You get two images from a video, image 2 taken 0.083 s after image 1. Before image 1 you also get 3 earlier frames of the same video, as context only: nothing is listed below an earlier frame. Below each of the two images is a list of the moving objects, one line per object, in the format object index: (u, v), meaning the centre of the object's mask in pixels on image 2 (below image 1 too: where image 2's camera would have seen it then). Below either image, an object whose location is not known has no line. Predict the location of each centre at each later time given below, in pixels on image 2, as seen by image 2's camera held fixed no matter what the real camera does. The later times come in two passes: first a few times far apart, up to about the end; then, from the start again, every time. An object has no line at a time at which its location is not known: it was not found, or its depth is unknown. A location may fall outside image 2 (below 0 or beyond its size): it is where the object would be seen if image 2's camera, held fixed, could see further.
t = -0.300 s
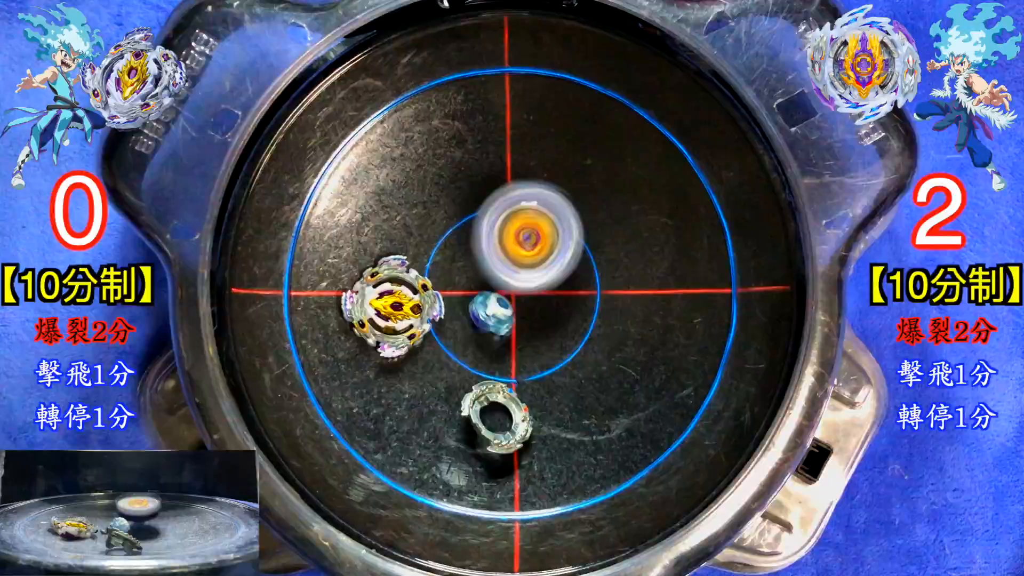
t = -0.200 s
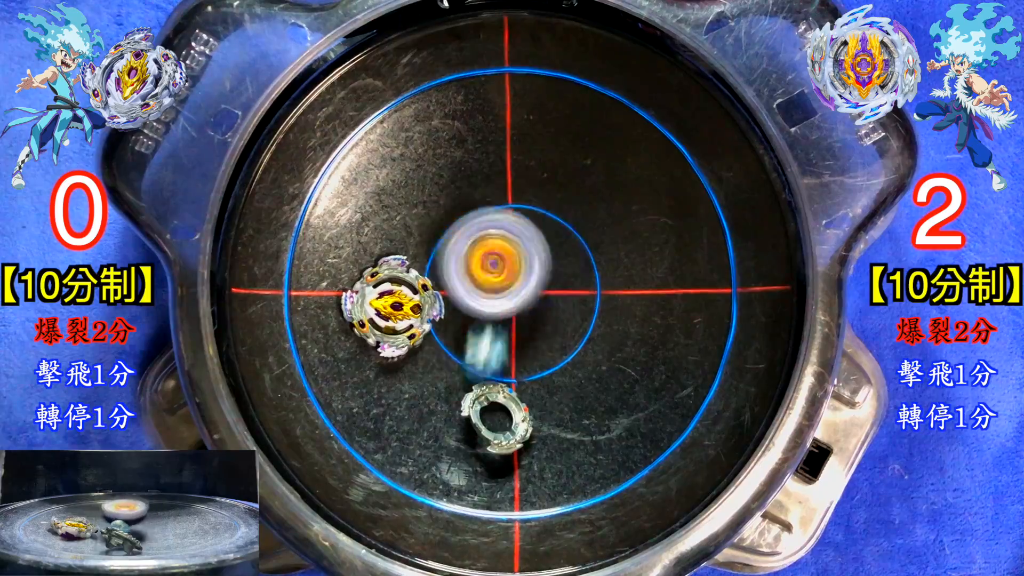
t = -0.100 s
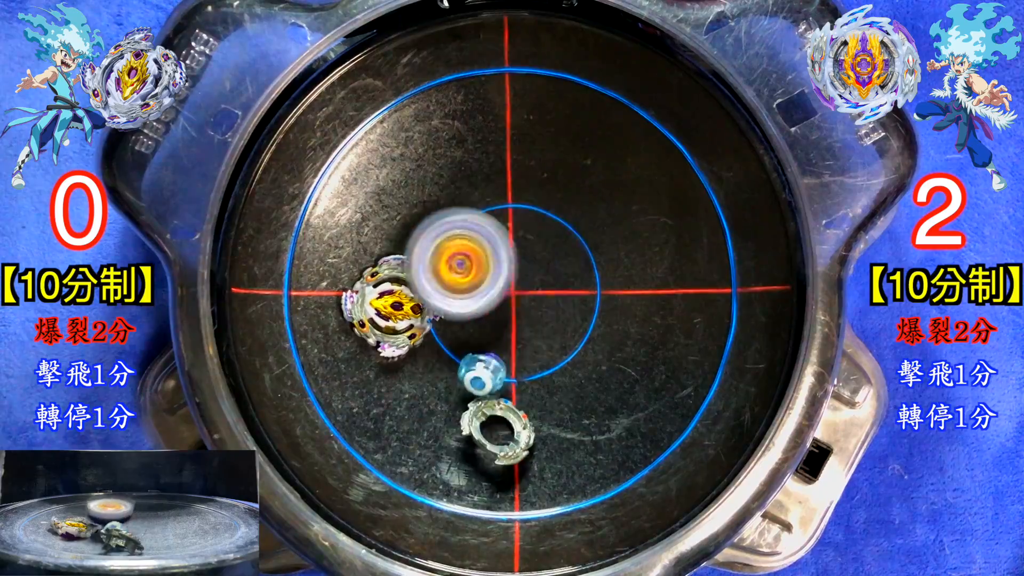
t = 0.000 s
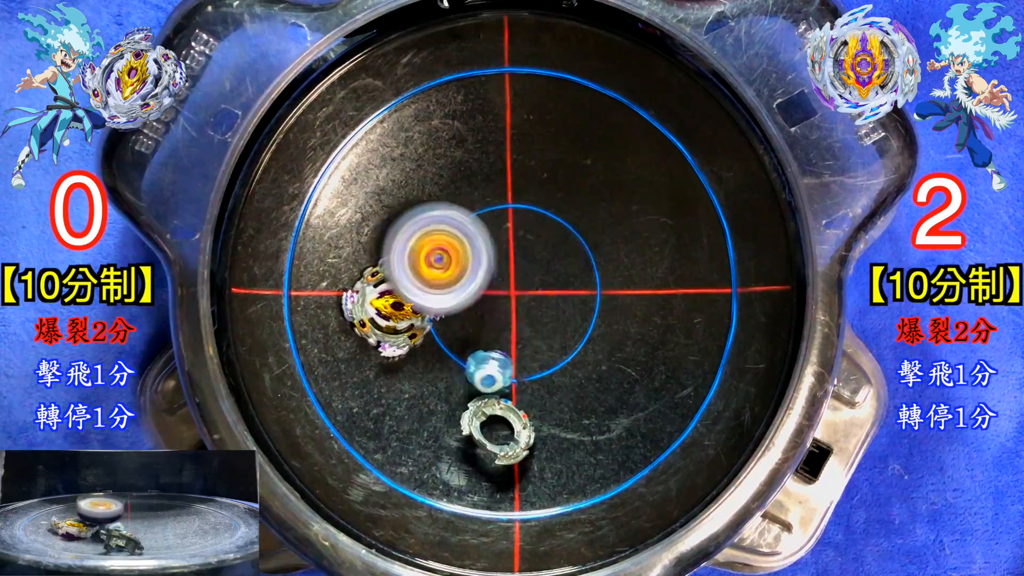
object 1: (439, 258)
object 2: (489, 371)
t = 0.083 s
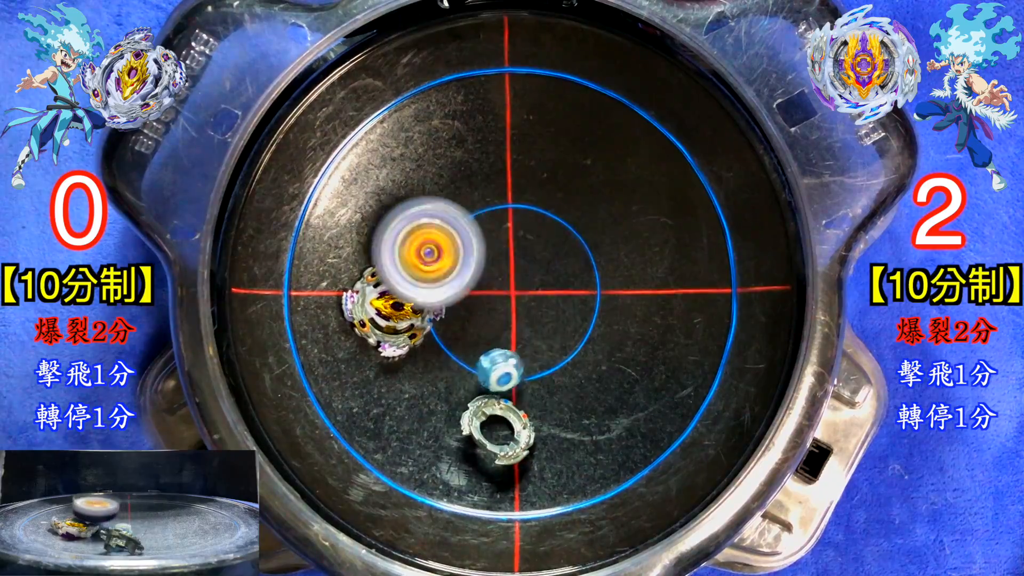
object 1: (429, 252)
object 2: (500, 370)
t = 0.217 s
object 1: (436, 241)
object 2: (508, 358)
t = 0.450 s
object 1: (472, 281)
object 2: (709, 481)
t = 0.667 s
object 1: (468, 315)
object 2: (581, 271)
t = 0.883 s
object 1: (469, 321)
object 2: (481, 157)
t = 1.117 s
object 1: (505, 321)
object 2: (448, 175)
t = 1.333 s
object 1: (528, 337)
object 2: (504, 236)
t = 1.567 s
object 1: (518, 323)
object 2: (532, 251)
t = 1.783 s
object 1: (524, 303)
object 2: (475, 151)
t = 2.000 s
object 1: (539, 287)
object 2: (472, 181)
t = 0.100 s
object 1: (427, 250)
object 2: (501, 369)
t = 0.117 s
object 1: (427, 248)
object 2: (502, 368)
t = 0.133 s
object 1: (426, 246)
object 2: (503, 366)
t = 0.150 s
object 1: (428, 245)
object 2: (505, 364)
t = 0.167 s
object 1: (428, 243)
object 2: (506, 362)
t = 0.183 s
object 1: (431, 242)
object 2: (507, 361)
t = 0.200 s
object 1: (433, 241)
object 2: (508, 359)
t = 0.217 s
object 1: (436, 241)
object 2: (508, 358)
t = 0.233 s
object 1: (439, 241)
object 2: (509, 356)
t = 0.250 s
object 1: (443, 243)
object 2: (510, 354)
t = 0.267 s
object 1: (446, 244)
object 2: (510, 352)
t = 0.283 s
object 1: (451, 247)
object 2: (511, 349)
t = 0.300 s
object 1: (455, 249)
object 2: (511, 346)
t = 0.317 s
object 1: (458, 252)
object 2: (511, 342)
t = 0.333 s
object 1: (464, 257)
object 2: (512, 339)
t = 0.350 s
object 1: (468, 262)
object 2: (513, 335)
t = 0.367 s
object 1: (472, 267)
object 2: (515, 333)
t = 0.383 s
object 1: (472, 270)
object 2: (546, 355)
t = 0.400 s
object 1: (471, 271)
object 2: (594, 395)
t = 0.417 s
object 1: (471, 276)
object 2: (635, 428)
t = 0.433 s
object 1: (472, 277)
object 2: (684, 465)
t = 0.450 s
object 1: (472, 281)
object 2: (709, 481)
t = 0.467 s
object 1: (472, 283)
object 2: (711, 470)
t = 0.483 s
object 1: (472, 287)
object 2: (703, 457)
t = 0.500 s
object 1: (473, 289)
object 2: (693, 438)
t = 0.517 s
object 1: (473, 293)
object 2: (685, 421)
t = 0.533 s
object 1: (473, 296)
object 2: (673, 403)
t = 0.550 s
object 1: (471, 299)
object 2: (662, 388)
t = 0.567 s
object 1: (472, 302)
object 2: (650, 372)
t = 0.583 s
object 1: (471, 305)
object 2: (639, 358)
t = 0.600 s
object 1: (471, 307)
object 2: (628, 339)
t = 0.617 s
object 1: (468, 309)
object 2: (617, 322)
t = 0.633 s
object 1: (469, 312)
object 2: (606, 304)
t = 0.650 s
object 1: (468, 313)
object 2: (593, 287)
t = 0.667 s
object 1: (468, 315)
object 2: (581, 271)
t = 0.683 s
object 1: (466, 316)
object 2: (571, 258)
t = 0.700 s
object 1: (466, 319)
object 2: (562, 244)
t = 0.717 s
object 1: (466, 318)
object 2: (552, 232)
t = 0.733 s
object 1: (465, 320)
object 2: (542, 220)
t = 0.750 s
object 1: (465, 319)
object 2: (532, 208)
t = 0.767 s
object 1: (464, 321)
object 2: (523, 199)
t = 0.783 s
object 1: (465, 321)
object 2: (515, 190)
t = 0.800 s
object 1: (465, 321)
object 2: (509, 183)
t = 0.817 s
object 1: (466, 321)
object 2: (503, 176)
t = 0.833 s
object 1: (466, 321)
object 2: (497, 170)
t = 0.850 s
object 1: (467, 321)
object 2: (491, 165)
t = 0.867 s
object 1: (467, 321)
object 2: (486, 161)
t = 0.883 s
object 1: (469, 321)
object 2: (481, 157)
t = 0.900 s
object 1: (470, 320)
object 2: (477, 154)
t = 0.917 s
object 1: (472, 320)
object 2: (472, 153)
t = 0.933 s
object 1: (473, 319)
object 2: (468, 150)
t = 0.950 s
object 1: (475, 321)
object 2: (464, 149)
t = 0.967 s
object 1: (478, 319)
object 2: (461, 147)
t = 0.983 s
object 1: (479, 319)
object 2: (458, 147)
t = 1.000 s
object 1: (482, 319)
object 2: (457, 148)
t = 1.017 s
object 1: (485, 319)
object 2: (455, 150)
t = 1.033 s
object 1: (489, 319)
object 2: (453, 152)
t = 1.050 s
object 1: (492, 318)
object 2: (452, 157)
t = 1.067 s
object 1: (496, 319)
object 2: (451, 161)
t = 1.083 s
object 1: (499, 319)
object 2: (450, 165)
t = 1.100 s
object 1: (502, 322)
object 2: (449, 170)
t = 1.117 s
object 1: (505, 321)
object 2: (448, 175)
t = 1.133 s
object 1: (508, 323)
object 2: (449, 180)
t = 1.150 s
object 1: (511, 323)
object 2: (451, 186)
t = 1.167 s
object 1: (513, 325)
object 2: (454, 192)
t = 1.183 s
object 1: (517, 326)
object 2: (457, 198)
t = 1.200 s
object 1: (519, 328)
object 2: (462, 203)
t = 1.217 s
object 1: (522, 329)
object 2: (468, 209)
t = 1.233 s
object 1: (523, 330)
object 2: (474, 215)
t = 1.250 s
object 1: (525, 333)
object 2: (480, 219)
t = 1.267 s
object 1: (526, 333)
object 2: (486, 223)
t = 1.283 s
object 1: (526, 336)
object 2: (492, 227)
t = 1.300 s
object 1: (527, 336)
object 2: (497, 232)
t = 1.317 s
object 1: (527, 337)
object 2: (500, 235)
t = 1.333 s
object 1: (528, 337)
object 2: (504, 236)
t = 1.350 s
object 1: (527, 338)
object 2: (506, 238)
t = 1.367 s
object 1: (528, 339)
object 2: (509, 240)
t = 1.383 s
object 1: (526, 338)
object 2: (513, 243)
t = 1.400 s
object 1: (527, 339)
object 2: (517, 246)
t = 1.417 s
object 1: (525, 338)
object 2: (521, 248)
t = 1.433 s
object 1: (524, 338)
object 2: (525, 251)
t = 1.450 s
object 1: (524, 336)
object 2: (527, 252)
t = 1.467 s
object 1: (522, 336)
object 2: (529, 253)
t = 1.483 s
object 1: (522, 334)
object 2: (530, 254)
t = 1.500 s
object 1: (520, 332)
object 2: (531, 254)
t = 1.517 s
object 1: (520, 330)
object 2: (531, 254)
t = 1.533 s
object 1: (519, 327)
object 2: (531, 253)
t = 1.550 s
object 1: (519, 326)
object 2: (531, 253)
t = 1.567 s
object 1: (518, 323)
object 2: (532, 251)
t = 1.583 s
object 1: (518, 322)
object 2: (529, 244)
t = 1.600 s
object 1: (519, 320)
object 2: (524, 232)
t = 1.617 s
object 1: (518, 319)
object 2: (518, 217)
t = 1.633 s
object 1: (521, 318)
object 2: (512, 203)
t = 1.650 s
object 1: (520, 317)
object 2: (506, 189)
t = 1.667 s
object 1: (521, 316)
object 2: (500, 178)
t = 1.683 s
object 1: (522, 313)
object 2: (495, 167)
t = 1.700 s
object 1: (522, 313)
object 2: (491, 157)
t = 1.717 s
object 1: (523, 310)
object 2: (486, 154)
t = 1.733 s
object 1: (522, 308)
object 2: (481, 149)
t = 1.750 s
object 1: (524, 307)
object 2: (478, 148)
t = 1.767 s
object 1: (523, 304)
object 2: (476, 149)
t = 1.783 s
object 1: (524, 303)
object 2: (475, 151)
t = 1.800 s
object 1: (525, 300)
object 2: (475, 154)
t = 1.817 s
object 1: (525, 299)
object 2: (478, 158)
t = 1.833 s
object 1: (527, 297)
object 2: (482, 164)
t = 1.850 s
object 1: (526, 295)
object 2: (484, 169)
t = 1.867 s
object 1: (528, 294)
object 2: (486, 175)
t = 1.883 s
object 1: (528, 292)
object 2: (490, 182)
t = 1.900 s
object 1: (530, 291)
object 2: (493, 188)
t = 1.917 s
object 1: (531, 288)
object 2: (496, 195)
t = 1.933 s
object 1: (531, 288)
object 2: (499, 202)
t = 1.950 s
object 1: (533, 286)
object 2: (501, 208)
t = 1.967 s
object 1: (533, 285)
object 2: (503, 214)
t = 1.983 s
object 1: (537, 286)
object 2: (491, 201)
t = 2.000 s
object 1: (539, 287)
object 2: (472, 181)
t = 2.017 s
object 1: (541, 290)
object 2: (456, 160)
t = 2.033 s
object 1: (543, 290)
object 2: (437, 140)
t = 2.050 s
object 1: (543, 291)
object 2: (425, 127)
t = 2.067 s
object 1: (545, 292)
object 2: (409, 108)
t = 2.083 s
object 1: (545, 293)
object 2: (402, 105)
